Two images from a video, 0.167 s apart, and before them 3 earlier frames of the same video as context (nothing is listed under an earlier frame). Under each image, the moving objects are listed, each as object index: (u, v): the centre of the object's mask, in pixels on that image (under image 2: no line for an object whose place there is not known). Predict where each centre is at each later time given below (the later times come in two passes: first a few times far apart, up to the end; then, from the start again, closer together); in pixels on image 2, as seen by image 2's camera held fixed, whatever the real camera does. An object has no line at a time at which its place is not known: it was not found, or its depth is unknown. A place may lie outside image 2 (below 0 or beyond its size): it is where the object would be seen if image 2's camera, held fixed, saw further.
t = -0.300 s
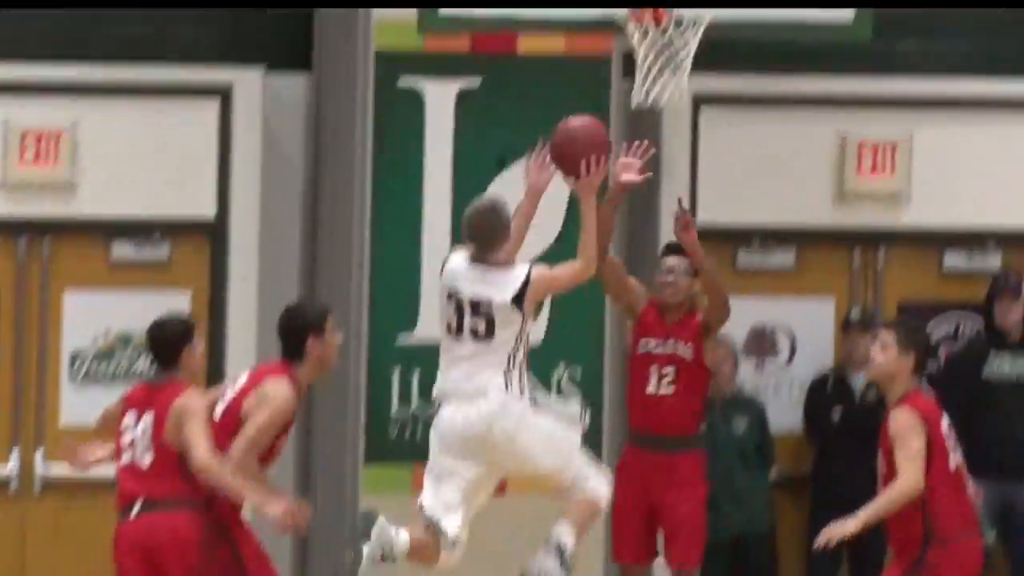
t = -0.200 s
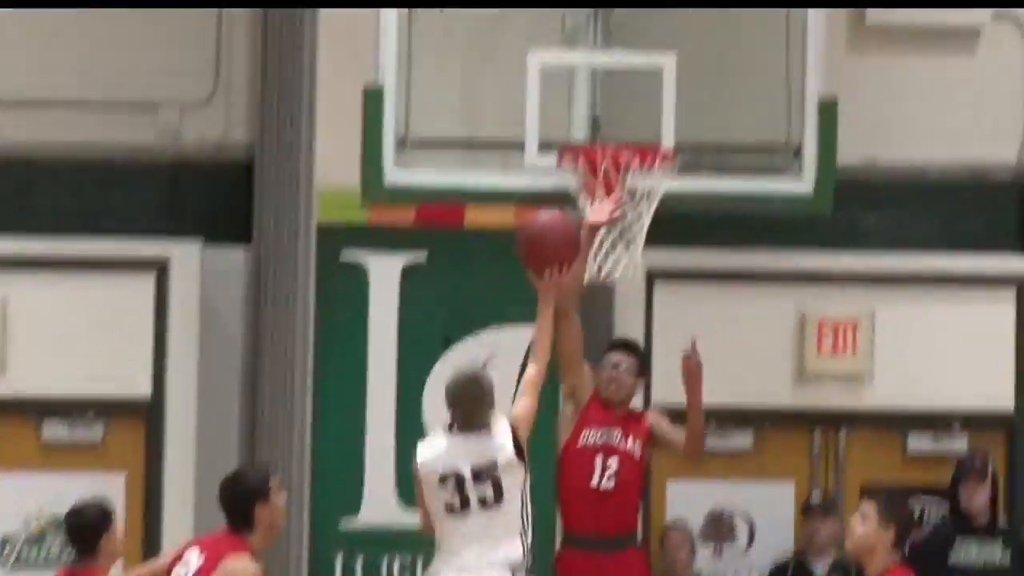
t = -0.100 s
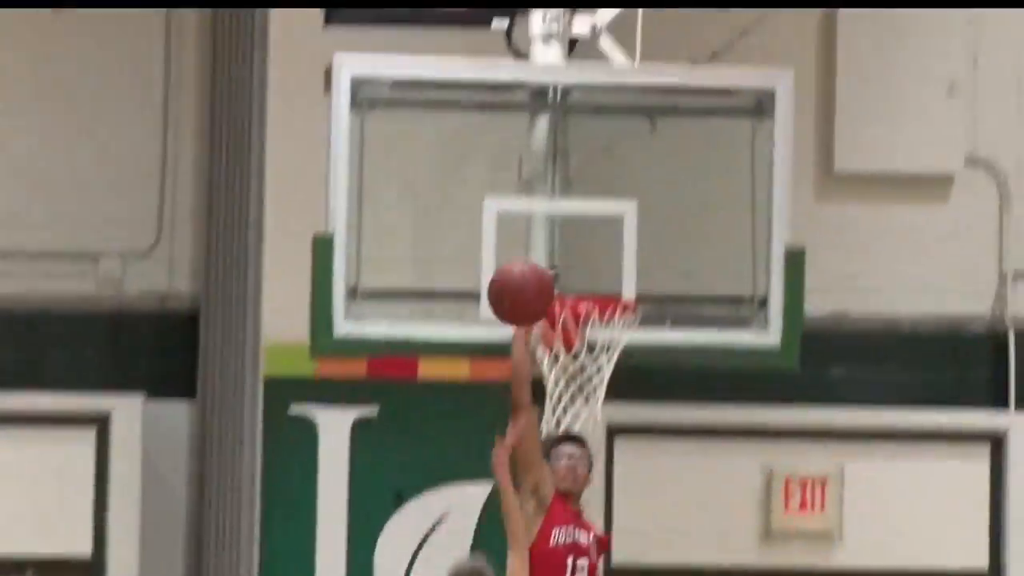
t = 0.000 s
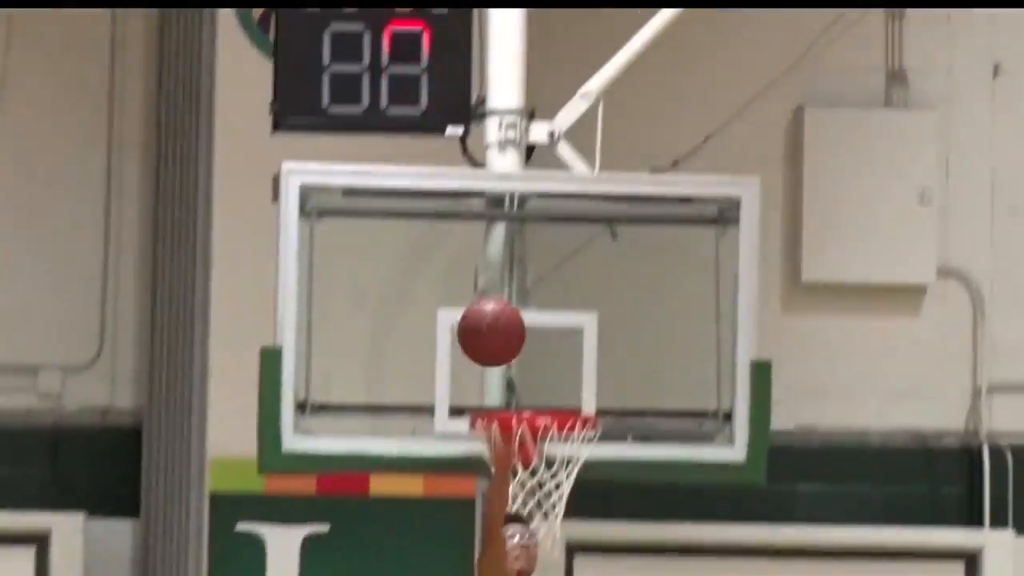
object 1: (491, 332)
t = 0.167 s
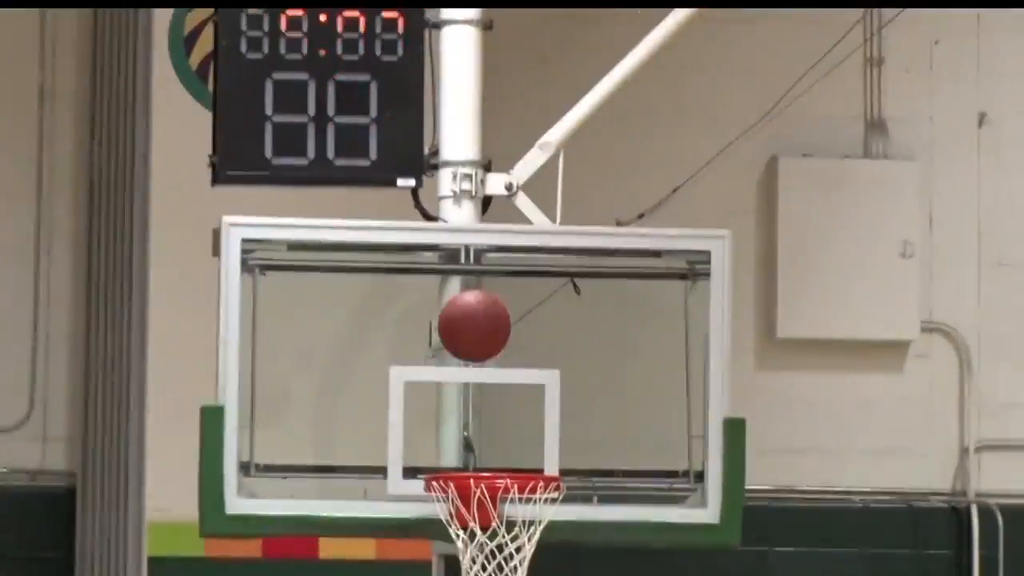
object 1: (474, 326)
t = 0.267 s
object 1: (490, 326)
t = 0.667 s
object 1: (551, 623)
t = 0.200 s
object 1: (479, 323)
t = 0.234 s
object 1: (485, 323)
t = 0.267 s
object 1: (490, 326)
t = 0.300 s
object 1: (495, 333)
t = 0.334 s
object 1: (500, 343)
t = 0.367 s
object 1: (505, 357)
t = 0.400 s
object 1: (510, 374)
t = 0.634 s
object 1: (546, 580)
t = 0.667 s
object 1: (551, 623)
